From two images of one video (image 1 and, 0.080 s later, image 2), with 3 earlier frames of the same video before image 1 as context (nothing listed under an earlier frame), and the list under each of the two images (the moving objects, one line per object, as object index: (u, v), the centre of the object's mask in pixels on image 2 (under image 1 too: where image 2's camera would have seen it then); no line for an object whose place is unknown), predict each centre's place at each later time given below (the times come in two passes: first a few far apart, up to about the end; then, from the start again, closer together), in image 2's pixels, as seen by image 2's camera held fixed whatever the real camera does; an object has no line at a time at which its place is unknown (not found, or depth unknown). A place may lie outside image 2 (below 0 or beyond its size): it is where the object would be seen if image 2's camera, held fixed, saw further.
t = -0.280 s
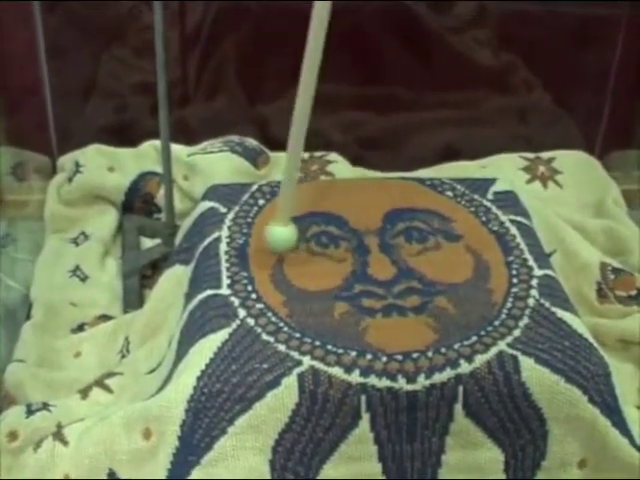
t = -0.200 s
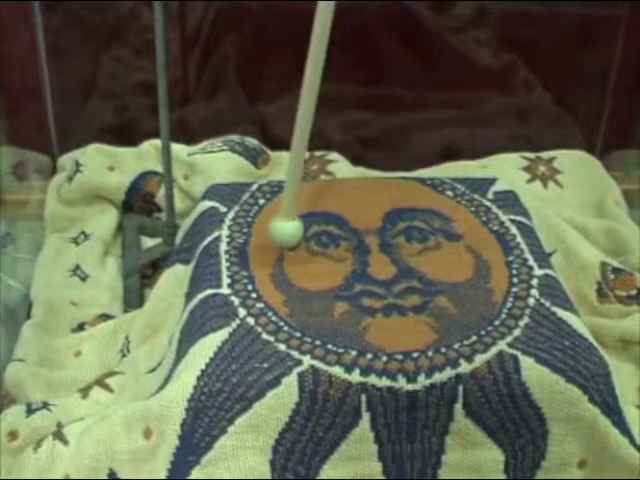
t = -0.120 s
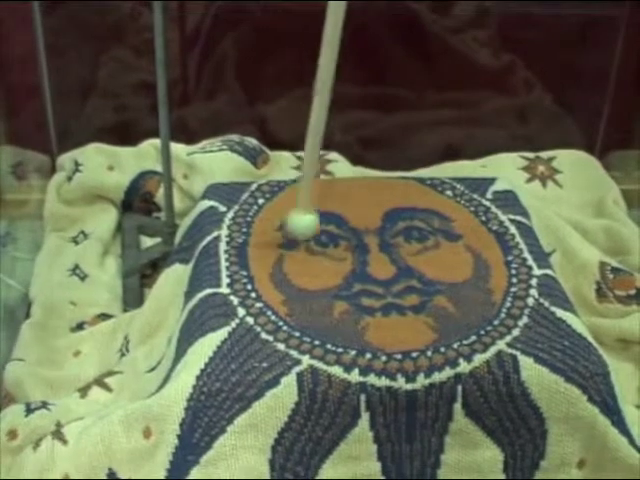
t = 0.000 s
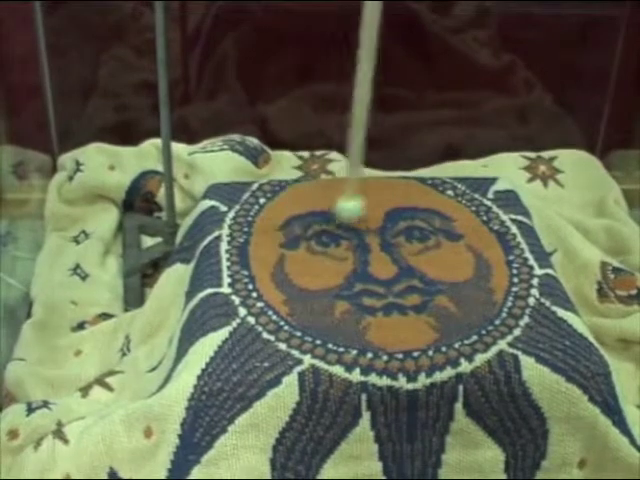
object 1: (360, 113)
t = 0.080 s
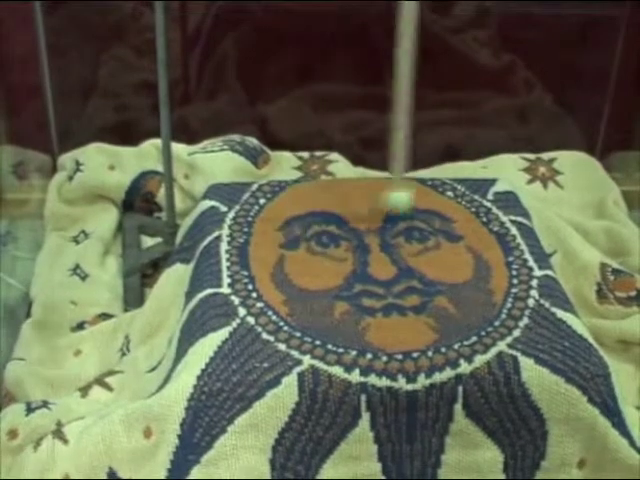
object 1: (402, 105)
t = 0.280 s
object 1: (505, 115)
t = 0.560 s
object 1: (514, 145)
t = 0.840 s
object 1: (362, 160)
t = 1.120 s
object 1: (253, 125)
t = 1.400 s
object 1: (318, 98)
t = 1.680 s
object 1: (462, 106)
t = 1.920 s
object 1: (529, 139)
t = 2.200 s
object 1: (451, 168)
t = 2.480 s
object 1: (312, 150)
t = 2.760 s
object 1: (288, 114)
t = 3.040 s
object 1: (367, 107)
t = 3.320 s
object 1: (462, 123)
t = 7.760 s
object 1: (393, 121)
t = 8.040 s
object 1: (430, 130)
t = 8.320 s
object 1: (419, 143)
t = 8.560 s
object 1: (372, 147)
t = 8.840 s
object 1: (341, 133)
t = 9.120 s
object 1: (389, 118)
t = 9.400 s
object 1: (423, 130)
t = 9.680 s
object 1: (418, 151)
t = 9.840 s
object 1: (397, 156)
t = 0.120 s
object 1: (427, 100)
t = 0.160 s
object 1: (450, 100)
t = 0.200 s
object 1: (471, 105)
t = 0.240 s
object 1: (490, 111)
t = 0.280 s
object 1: (505, 115)
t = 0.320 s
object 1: (517, 112)
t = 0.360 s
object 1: (526, 119)
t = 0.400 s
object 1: (532, 127)
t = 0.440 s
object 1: (533, 131)
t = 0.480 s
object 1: (531, 140)
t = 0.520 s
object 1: (525, 142)
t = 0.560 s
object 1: (514, 145)
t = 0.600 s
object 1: (500, 150)
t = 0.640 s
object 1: (482, 156)
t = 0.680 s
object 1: (461, 159)
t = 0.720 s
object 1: (437, 162)
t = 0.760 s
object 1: (412, 165)
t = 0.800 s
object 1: (387, 163)
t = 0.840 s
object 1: (362, 160)
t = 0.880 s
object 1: (337, 157)
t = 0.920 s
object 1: (315, 154)
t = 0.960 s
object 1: (297, 144)
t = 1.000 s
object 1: (279, 143)
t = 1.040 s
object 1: (266, 135)
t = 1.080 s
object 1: (257, 132)
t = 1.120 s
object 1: (253, 125)
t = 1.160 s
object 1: (252, 118)
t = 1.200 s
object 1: (255, 114)
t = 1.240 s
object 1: (262, 110)
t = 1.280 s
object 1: (272, 106)
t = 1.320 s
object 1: (285, 99)
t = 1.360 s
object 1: (300, 98)
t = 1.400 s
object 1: (318, 98)
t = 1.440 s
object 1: (336, 98)
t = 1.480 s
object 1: (359, 94)
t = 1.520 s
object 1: (379, 99)
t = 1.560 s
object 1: (400, 100)
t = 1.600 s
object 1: (422, 100)
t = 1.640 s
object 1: (443, 103)
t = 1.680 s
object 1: (462, 106)
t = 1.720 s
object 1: (480, 114)
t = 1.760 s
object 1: (496, 119)
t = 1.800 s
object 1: (508, 120)
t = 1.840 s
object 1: (519, 128)
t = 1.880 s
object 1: (526, 133)
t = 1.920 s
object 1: (529, 139)
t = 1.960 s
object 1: (528, 141)
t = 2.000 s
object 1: (524, 148)
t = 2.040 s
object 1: (517, 158)
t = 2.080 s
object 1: (504, 155)
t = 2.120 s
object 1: (489, 161)
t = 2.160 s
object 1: (471, 162)
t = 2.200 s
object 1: (451, 168)
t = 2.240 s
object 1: (429, 171)
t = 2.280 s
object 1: (407, 167)
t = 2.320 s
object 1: (384, 161)
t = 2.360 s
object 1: (363, 165)
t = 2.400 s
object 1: (343, 163)
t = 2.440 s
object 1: (325, 158)
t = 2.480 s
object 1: (312, 150)
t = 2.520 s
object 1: (299, 146)
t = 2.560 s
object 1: (290, 140)
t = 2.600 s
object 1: (284, 136)
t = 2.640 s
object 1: (282, 130)
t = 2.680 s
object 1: (281, 124)
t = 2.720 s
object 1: (283, 119)
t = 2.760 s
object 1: (288, 114)
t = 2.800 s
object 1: (295, 115)
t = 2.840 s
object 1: (304, 110)
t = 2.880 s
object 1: (314, 108)
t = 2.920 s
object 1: (325, 109)
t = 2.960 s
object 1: (338, 107)
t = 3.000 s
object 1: (352, 107)
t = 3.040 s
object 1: (367, 107)
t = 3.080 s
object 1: (381, 107)
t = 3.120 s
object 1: (395, 108)
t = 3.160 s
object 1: (409, 112)
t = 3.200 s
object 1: (424, 112)
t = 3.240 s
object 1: (437, 116)
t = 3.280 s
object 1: (450, 120)
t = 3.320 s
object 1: (462, 123)
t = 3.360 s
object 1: (472, 126)
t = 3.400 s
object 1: (480, 132)
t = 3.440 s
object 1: (487, 136)
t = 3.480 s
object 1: (492, 140)
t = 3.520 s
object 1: (495, 144)
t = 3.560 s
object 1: (495, 149)
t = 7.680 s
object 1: (381, 124)
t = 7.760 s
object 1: (393, 121)
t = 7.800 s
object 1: (400, 118)
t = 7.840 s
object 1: (407, 119)
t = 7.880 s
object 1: (413, 121)
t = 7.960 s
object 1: (424, 126)
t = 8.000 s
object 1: (428, 129)
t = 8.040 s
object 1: (430, 130)
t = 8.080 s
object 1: (431, 132)
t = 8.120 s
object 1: (432, 135)
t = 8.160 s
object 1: (431, 136)
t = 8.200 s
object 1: (429, 137)
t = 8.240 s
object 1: (426, 142)
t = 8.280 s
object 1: (423, 141)
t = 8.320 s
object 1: (419, 143)
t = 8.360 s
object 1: (413, 147)
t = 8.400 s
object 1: (406, 149)
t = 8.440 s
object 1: (399, 148)
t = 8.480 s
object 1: (390, 151)
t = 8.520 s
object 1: (382, 151)
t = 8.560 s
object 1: (372, 147)
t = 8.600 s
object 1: (363, 146)
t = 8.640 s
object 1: (355, 145)
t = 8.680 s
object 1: (348, 144)
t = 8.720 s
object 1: (344, 140)
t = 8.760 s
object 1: (340, 138)
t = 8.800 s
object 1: (340, 135)
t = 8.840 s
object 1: (341, 133)
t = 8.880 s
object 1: (345, 126)
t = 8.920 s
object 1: (350, 127)
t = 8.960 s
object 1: (357, 121)
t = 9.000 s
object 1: (365, 119)
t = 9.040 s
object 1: (373, 118)
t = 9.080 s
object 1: (381, 119)
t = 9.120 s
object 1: (389, 118)
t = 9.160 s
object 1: (396, 119)
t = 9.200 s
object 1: (402, 120)
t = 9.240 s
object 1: (408, 122)
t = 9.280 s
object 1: (412, 124)
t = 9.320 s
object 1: (416, 125)
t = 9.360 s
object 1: (420, 129)
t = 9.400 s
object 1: (423, 130)
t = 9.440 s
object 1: (426, 134)
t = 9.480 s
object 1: (427, 137)
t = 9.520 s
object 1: (428, 138)
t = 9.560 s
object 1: (427, 142)
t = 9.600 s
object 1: (425, 146)
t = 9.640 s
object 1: (422, 148)
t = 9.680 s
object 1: (418, 151)
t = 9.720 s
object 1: (412, 152)
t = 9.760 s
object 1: (407, 156)
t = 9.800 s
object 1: (402, 155)
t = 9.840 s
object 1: (397, 156)
